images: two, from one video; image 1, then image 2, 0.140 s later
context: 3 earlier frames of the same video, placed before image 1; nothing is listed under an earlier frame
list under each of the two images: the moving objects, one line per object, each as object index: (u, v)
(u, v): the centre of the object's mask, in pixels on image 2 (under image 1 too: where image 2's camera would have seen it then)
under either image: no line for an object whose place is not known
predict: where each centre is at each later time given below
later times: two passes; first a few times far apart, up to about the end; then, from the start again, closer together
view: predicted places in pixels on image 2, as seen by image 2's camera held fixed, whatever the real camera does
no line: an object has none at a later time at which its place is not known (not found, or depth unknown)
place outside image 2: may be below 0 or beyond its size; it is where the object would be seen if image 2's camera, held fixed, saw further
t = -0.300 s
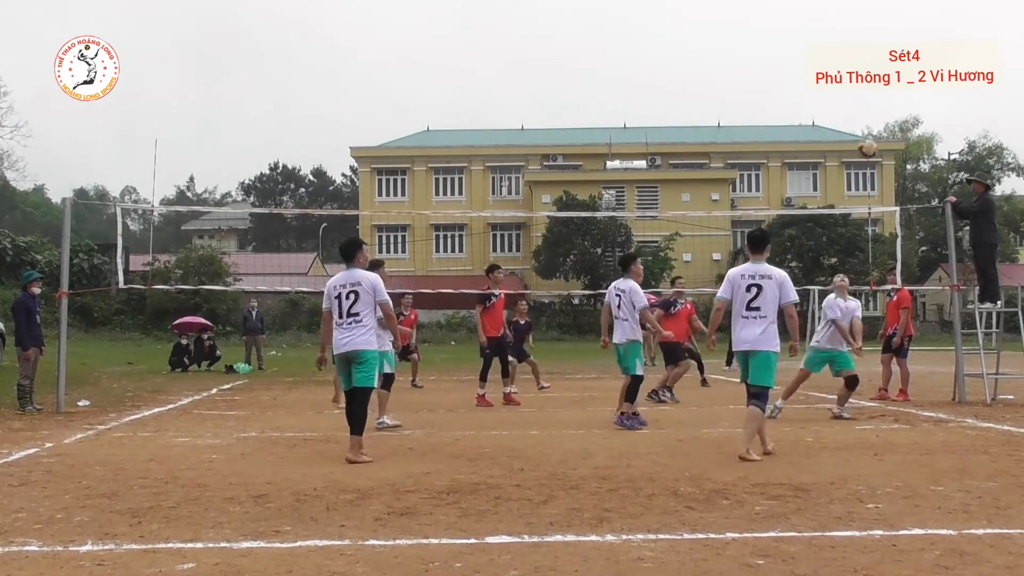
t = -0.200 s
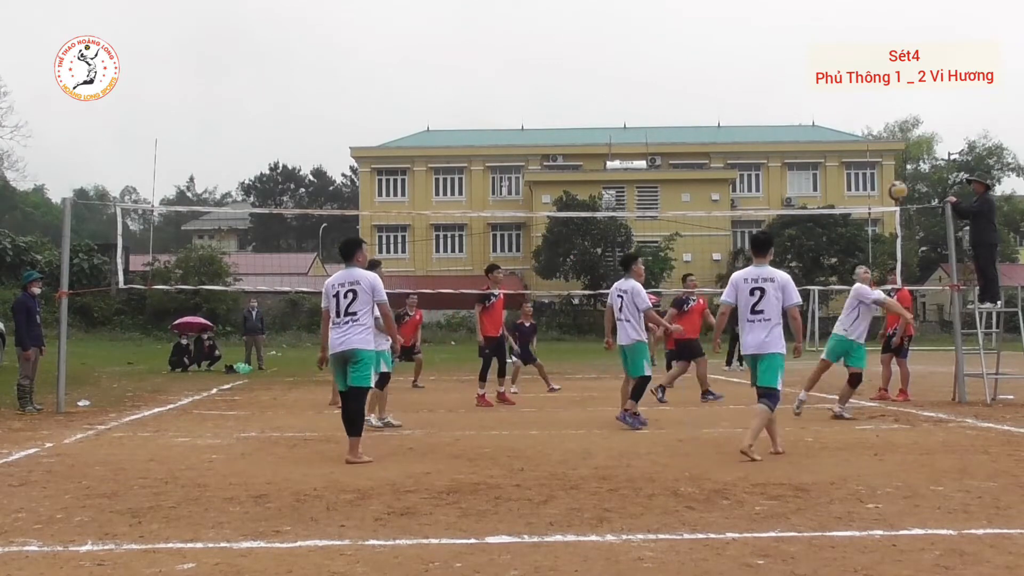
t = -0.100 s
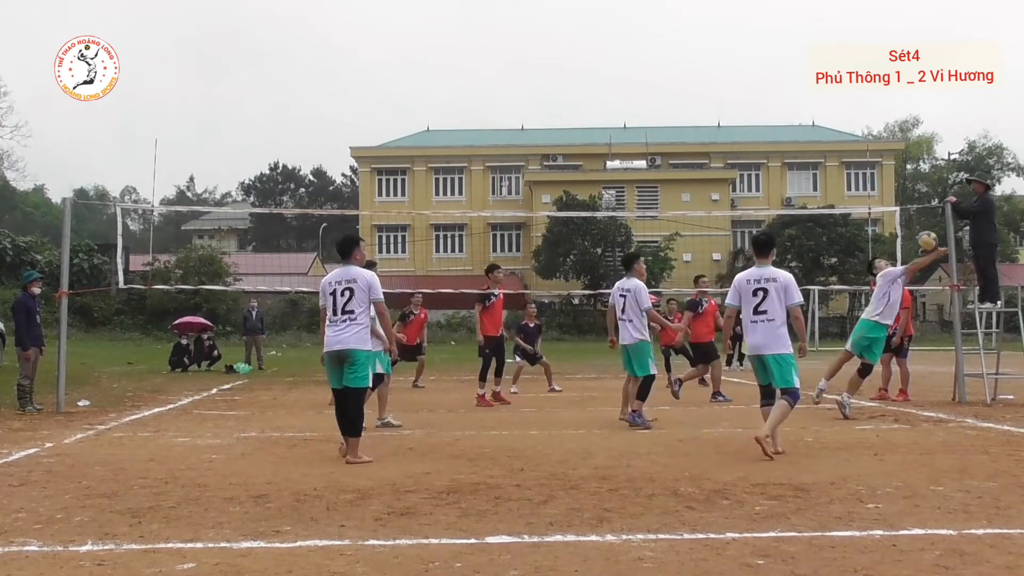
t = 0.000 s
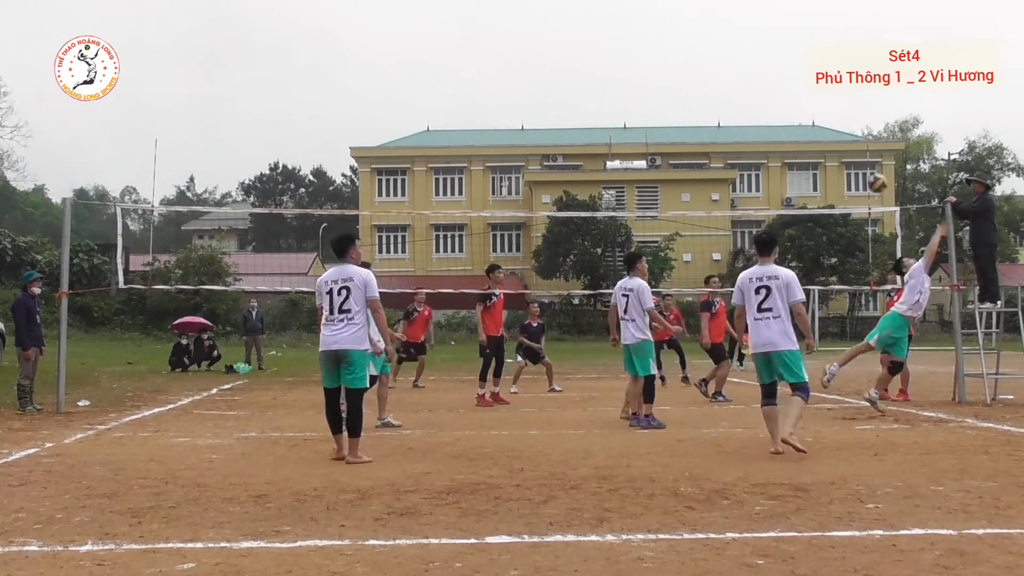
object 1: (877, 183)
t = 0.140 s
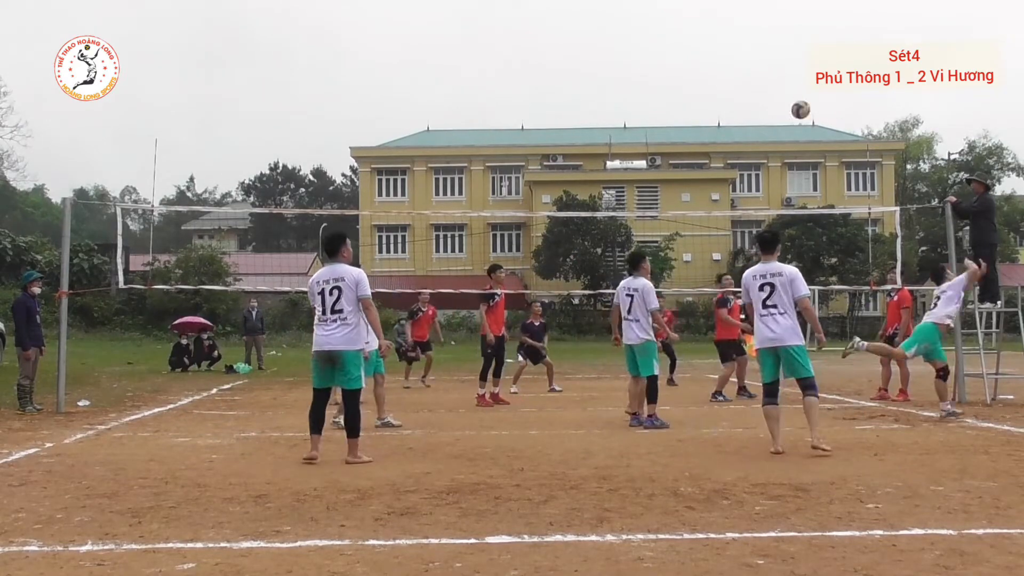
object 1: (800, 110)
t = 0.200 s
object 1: (769, 84)
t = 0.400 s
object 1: (664, 26)
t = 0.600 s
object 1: (565, 6)
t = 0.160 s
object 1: (790, 101)
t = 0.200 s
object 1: (769, 84)
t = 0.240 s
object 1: (747, 69)
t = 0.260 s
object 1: (737, 62)
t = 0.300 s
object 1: (716, 50)
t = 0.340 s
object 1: (695, 39)
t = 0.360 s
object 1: (685, 34)
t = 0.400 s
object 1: (664, 26)
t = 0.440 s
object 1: (644, 18)
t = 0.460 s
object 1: (634, 16)
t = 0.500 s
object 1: (614, 11)
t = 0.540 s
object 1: (594, 8)
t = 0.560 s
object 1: (584, 7)
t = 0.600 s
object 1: (565, 6)
